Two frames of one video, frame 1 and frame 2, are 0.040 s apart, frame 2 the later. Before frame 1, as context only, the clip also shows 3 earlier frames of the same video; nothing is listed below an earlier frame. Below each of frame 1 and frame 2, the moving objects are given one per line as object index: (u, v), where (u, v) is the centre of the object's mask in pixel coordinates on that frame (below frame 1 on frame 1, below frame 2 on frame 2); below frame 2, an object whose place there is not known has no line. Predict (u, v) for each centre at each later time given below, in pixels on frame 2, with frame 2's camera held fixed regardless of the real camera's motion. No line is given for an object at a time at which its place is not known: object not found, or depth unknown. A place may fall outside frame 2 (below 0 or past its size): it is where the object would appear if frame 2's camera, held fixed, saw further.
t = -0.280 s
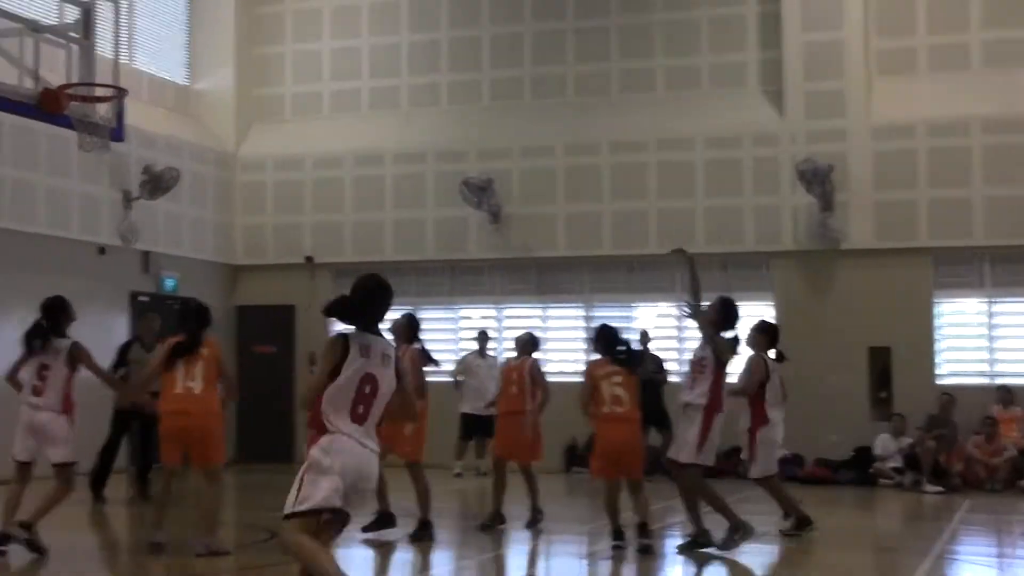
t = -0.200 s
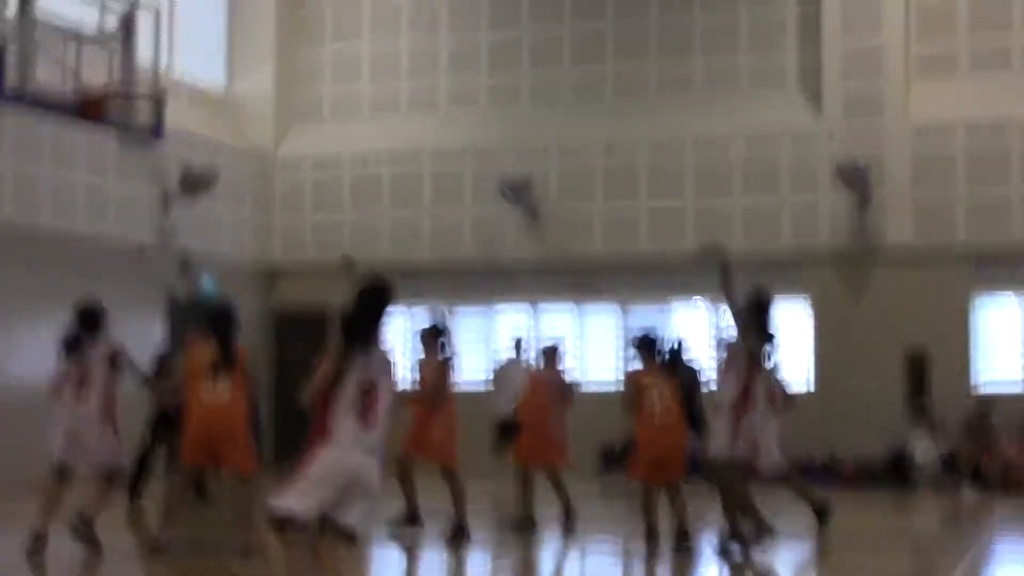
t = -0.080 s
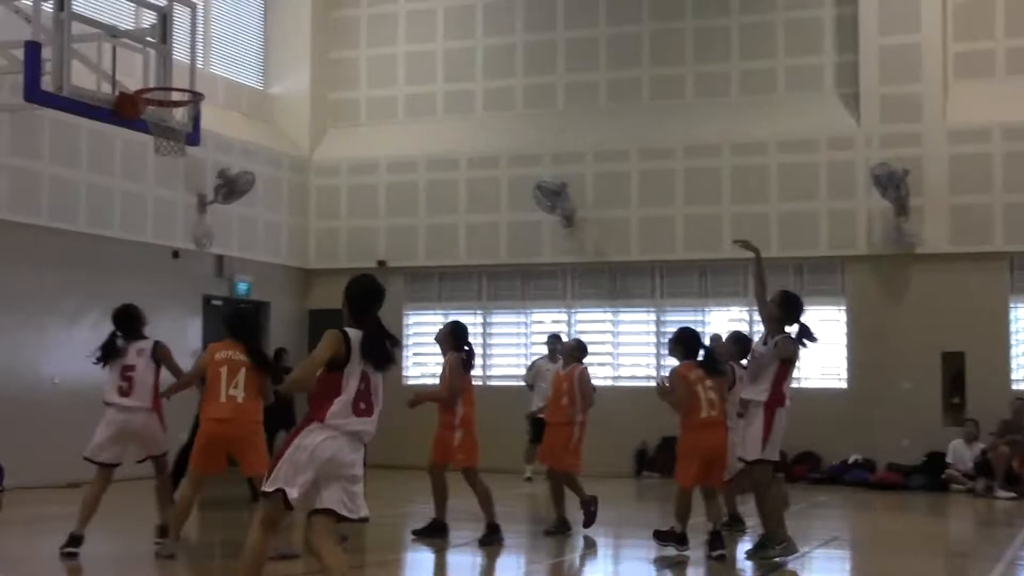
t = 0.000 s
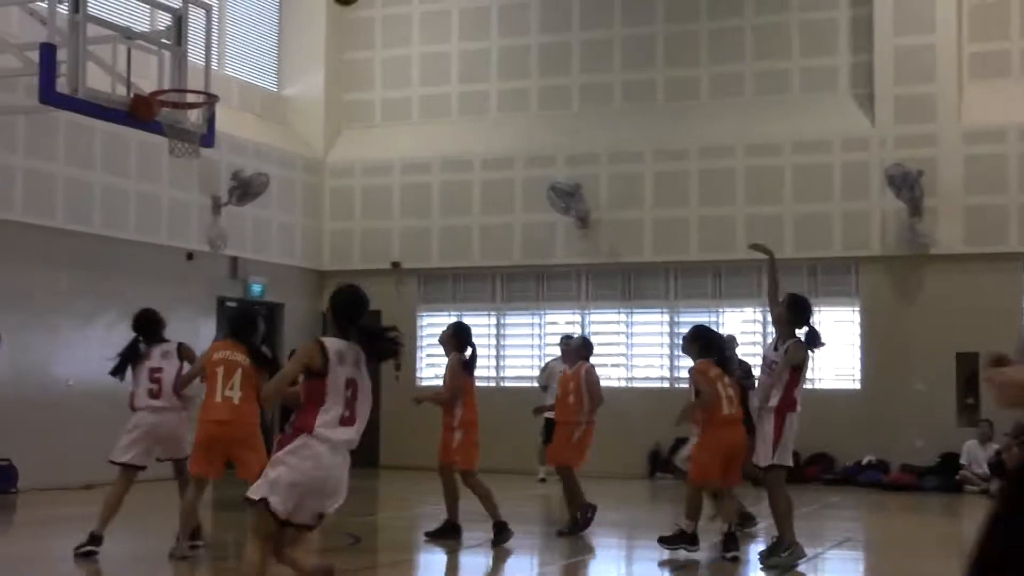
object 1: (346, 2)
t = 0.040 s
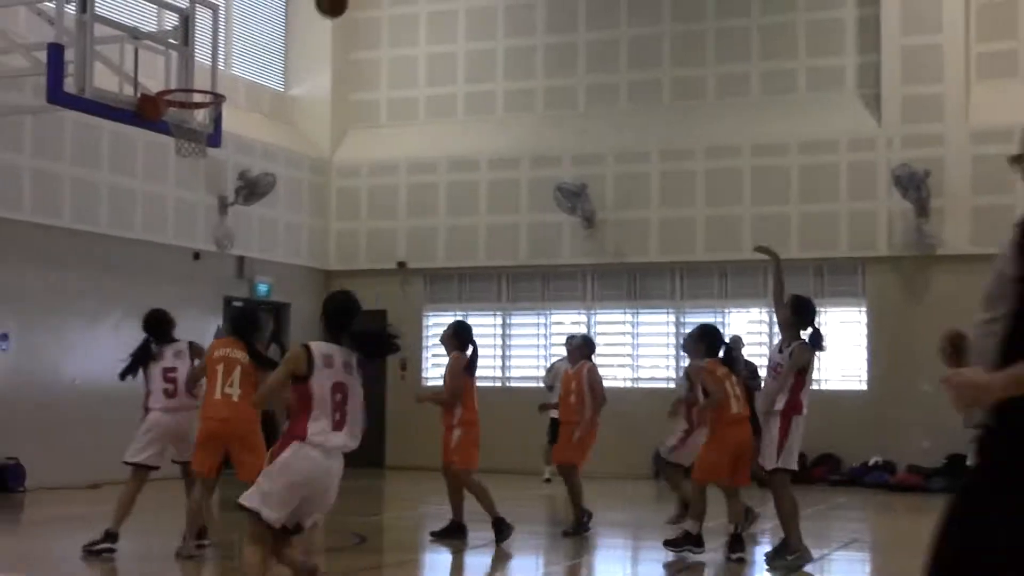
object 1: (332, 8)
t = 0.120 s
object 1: (291, 33)
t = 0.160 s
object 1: (269, 53)
